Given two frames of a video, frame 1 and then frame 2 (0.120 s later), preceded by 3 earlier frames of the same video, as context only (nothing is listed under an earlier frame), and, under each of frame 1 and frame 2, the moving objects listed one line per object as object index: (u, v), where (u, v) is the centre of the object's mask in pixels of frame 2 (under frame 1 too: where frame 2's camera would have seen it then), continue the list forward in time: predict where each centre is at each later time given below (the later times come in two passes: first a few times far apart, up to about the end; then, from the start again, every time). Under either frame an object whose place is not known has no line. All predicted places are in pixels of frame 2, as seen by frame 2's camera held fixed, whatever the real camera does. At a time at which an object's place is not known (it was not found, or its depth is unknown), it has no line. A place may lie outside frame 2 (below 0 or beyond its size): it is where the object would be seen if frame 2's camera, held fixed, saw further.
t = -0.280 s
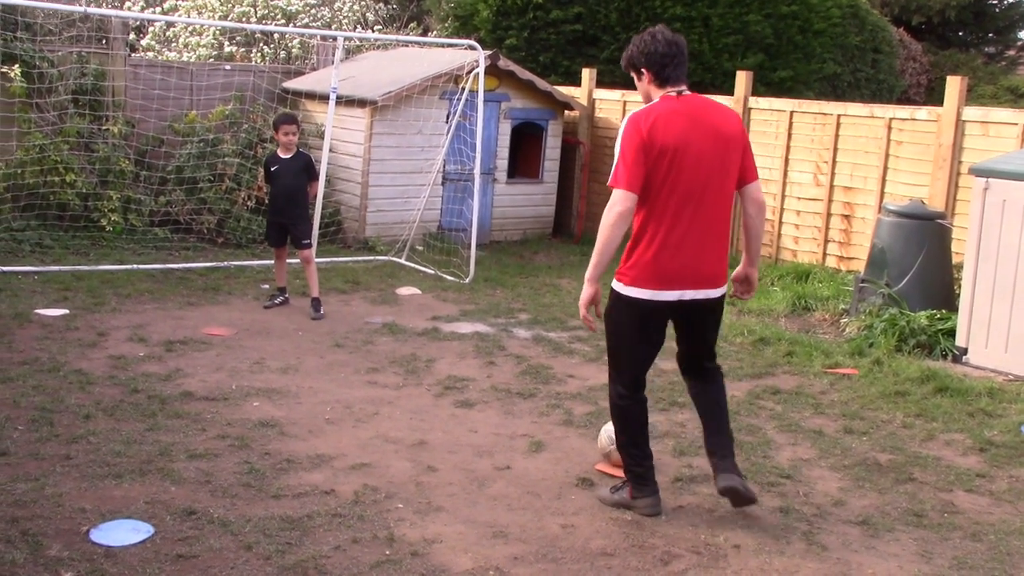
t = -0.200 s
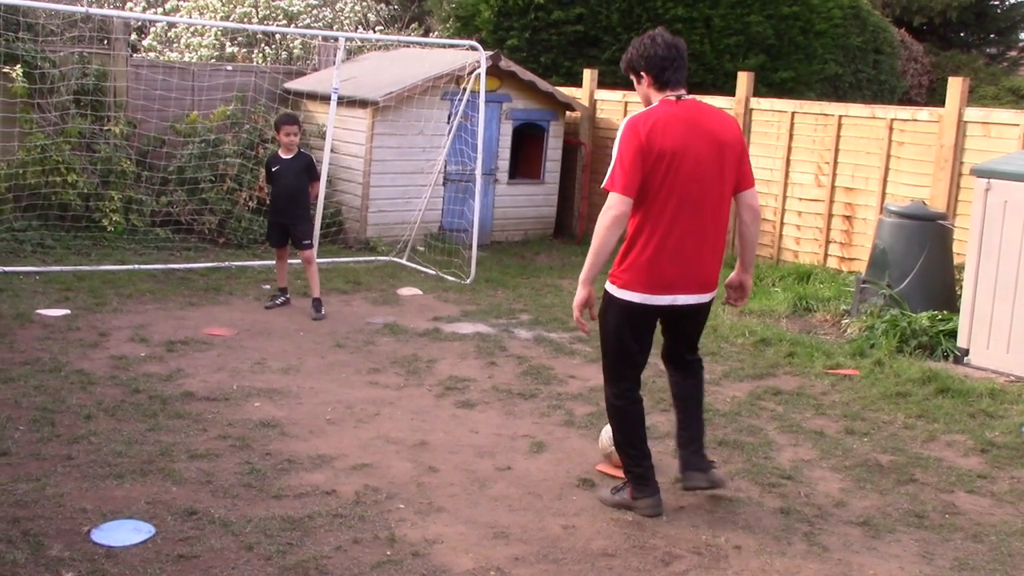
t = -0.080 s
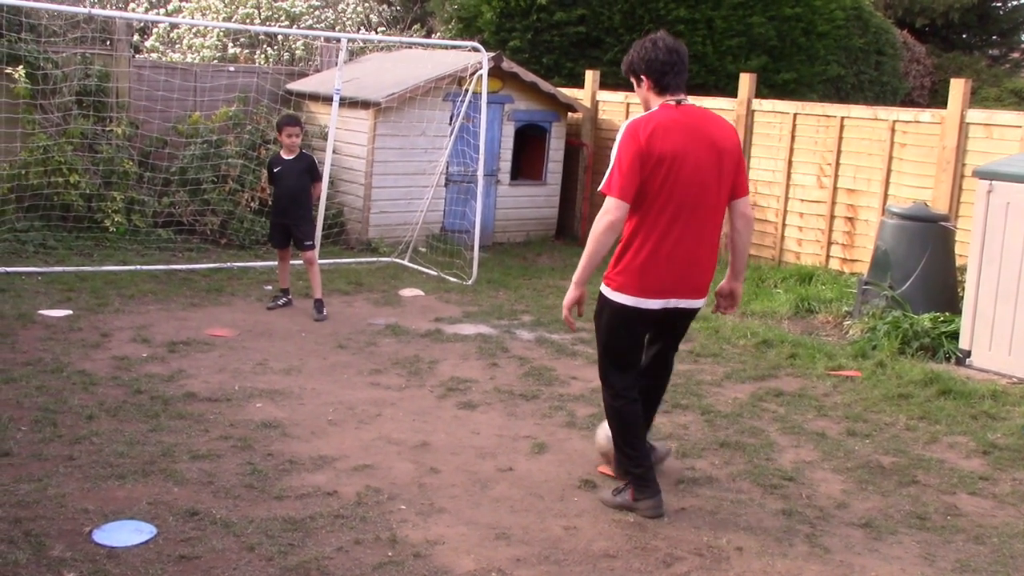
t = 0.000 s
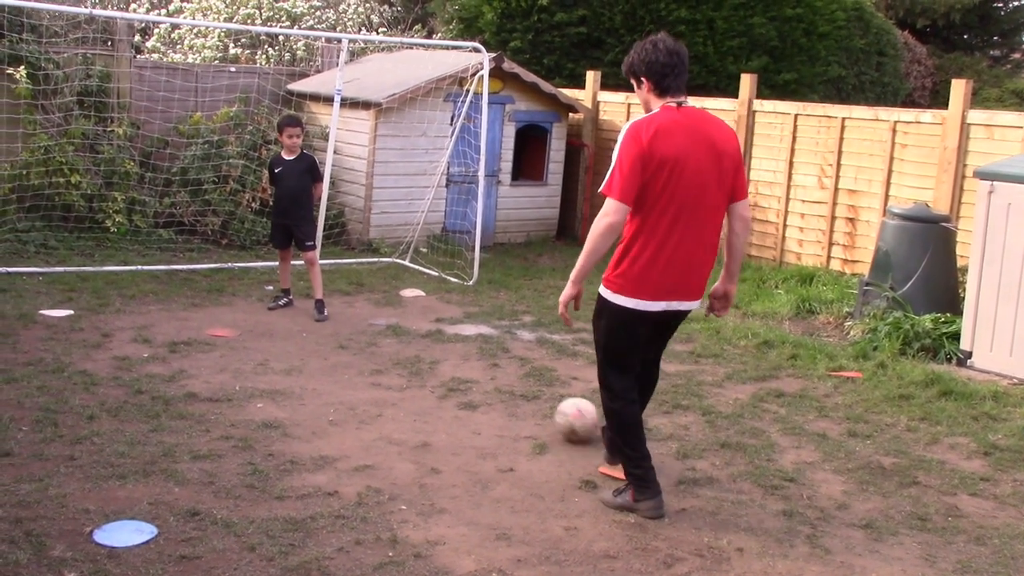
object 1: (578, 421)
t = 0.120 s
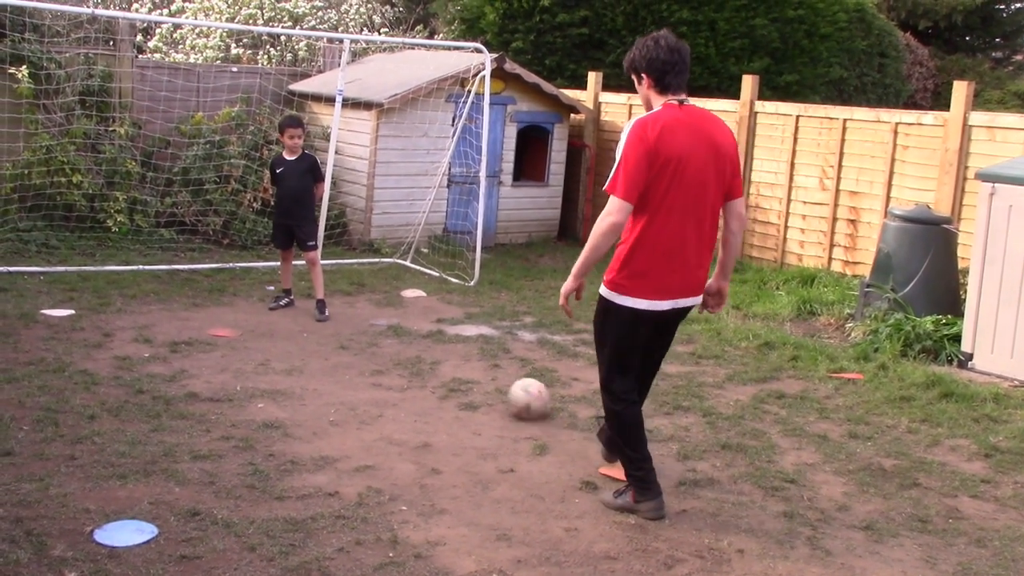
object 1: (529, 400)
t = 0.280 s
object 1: (485, 373)
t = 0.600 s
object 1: (426, 335)
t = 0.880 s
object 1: (388, 311)
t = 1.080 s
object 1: (363, 310)
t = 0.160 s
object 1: (516, 389)
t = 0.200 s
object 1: (506, 381)
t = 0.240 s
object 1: (495, 376)
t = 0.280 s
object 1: (485, 373)
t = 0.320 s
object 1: (476, 367)
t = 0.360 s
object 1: (468, 357)
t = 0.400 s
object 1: (461, 351)
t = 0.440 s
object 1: (454, 347)
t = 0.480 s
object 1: (446, 346)
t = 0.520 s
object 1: (438, 349)
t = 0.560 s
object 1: (432, 346)
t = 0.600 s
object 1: (426, 335)
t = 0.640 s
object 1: (420, 328)
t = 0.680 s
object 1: (414, 324)
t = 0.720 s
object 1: (409, 323)
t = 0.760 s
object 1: (404, 325)
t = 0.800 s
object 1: (398, 329)
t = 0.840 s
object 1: (394, 318)
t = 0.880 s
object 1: (388, 311)
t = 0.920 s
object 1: (383, 307)
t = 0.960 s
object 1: (378, 305)
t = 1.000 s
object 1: (373, 305)
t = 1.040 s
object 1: (368, 308)
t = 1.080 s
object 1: (363, 310)
